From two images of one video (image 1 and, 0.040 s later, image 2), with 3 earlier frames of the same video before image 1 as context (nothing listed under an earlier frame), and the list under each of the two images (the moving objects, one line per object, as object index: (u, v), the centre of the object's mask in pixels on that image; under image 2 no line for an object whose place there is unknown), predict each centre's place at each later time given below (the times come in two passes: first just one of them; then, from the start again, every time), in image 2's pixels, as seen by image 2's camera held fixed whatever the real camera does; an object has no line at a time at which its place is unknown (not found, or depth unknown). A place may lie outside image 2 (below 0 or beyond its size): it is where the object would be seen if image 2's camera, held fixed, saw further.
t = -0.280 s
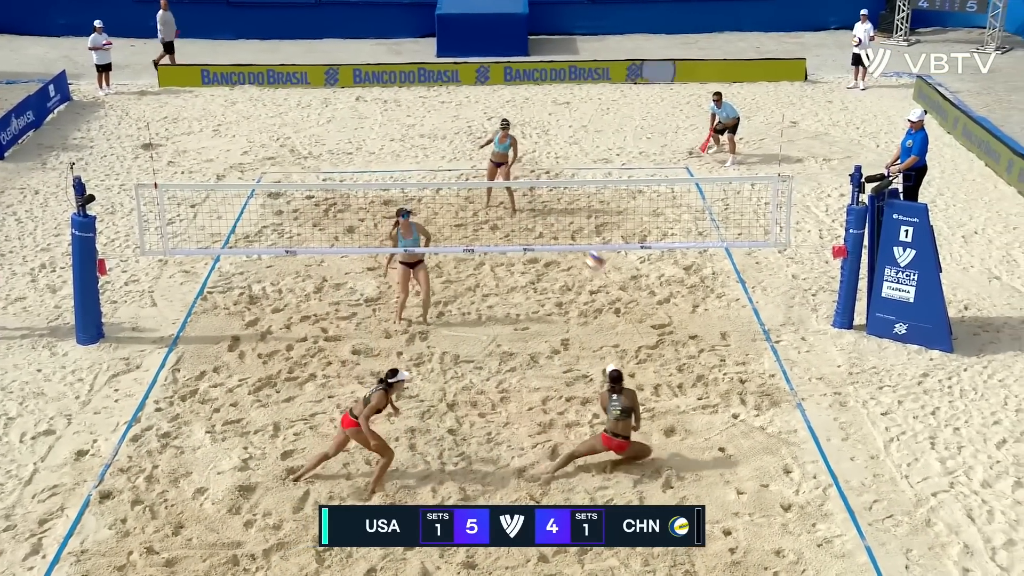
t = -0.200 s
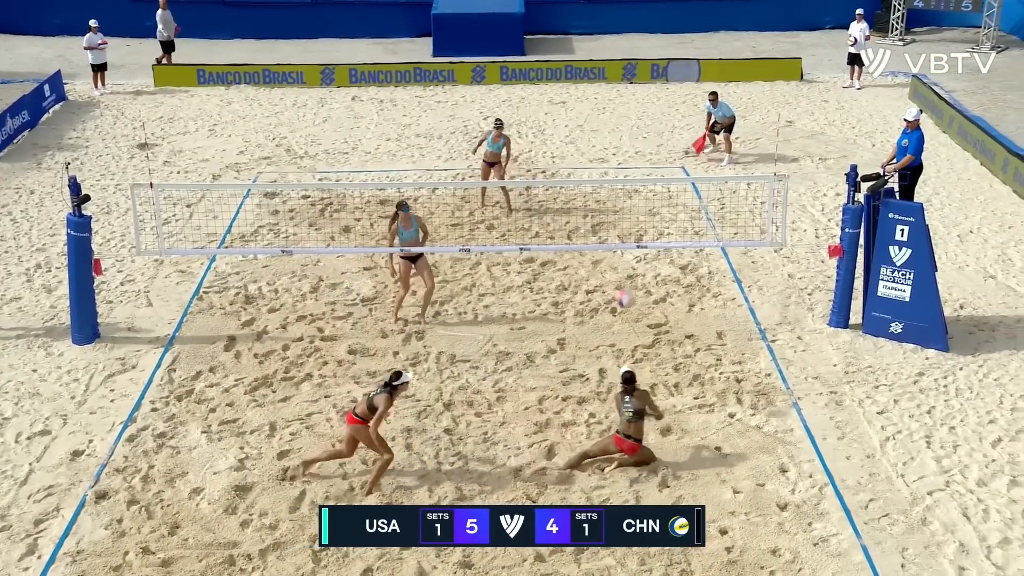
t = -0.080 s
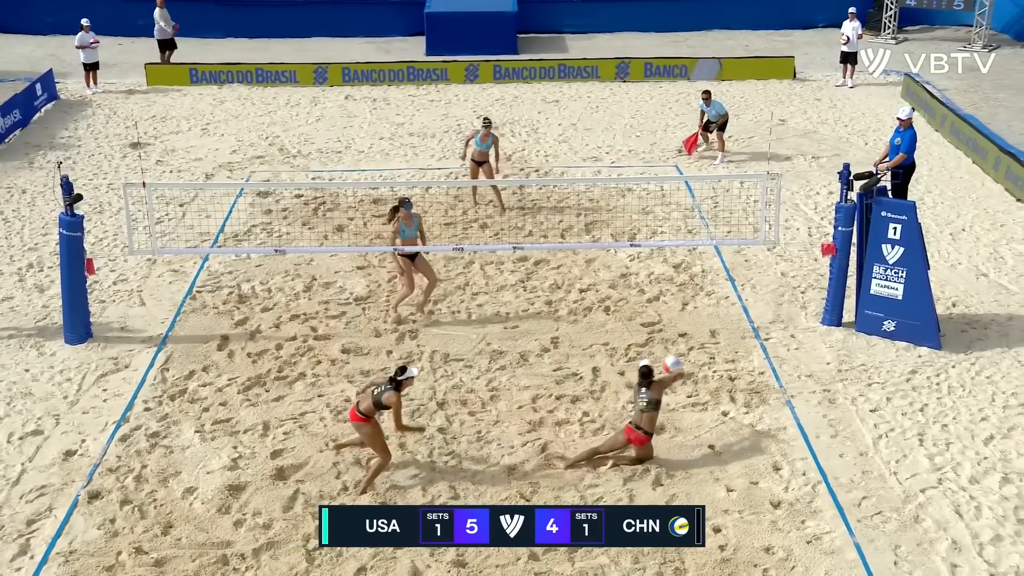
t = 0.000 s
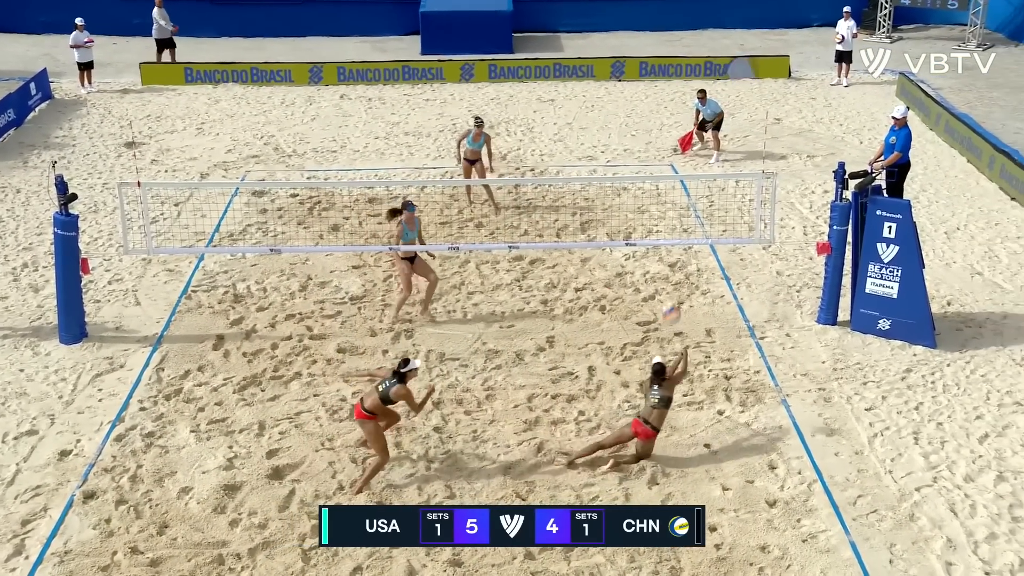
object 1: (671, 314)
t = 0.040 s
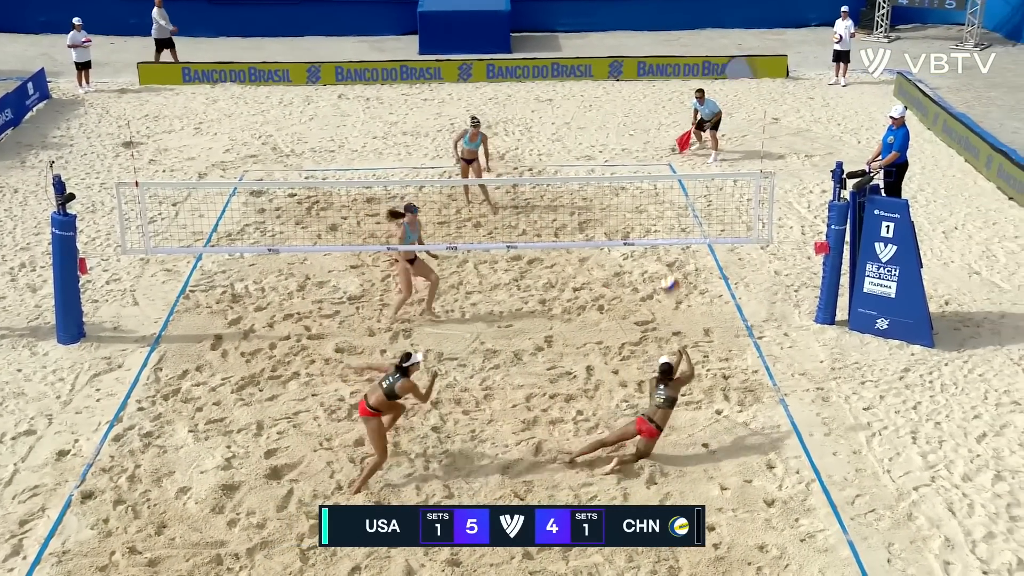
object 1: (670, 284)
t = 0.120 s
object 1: (671, 236)
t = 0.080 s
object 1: (670, 259)
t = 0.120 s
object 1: (671, 236)
